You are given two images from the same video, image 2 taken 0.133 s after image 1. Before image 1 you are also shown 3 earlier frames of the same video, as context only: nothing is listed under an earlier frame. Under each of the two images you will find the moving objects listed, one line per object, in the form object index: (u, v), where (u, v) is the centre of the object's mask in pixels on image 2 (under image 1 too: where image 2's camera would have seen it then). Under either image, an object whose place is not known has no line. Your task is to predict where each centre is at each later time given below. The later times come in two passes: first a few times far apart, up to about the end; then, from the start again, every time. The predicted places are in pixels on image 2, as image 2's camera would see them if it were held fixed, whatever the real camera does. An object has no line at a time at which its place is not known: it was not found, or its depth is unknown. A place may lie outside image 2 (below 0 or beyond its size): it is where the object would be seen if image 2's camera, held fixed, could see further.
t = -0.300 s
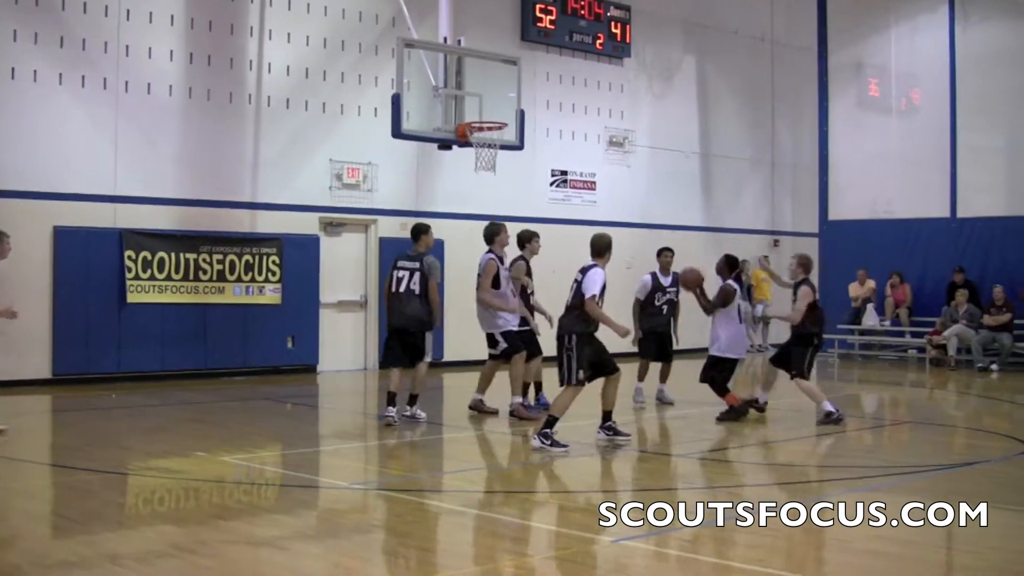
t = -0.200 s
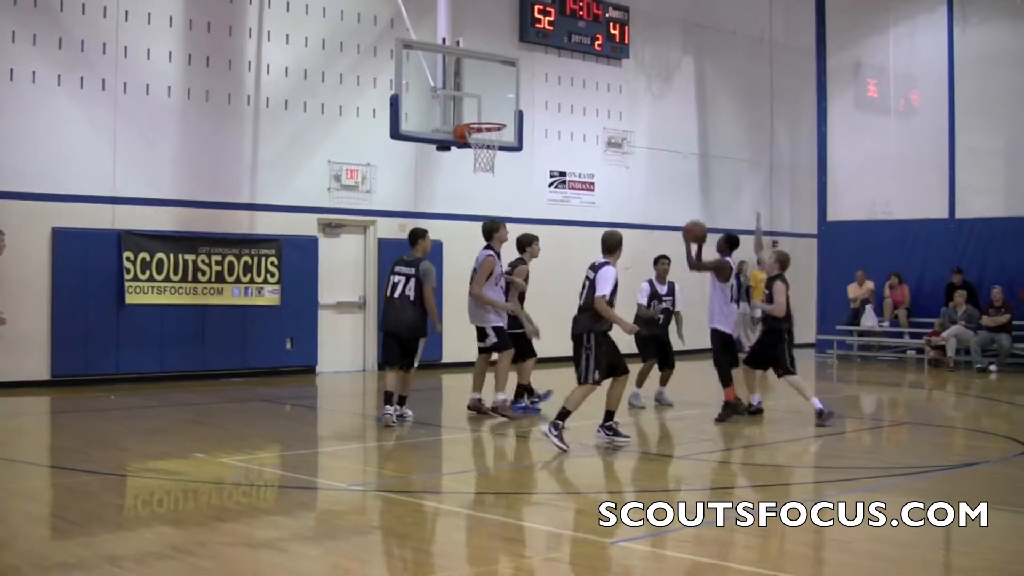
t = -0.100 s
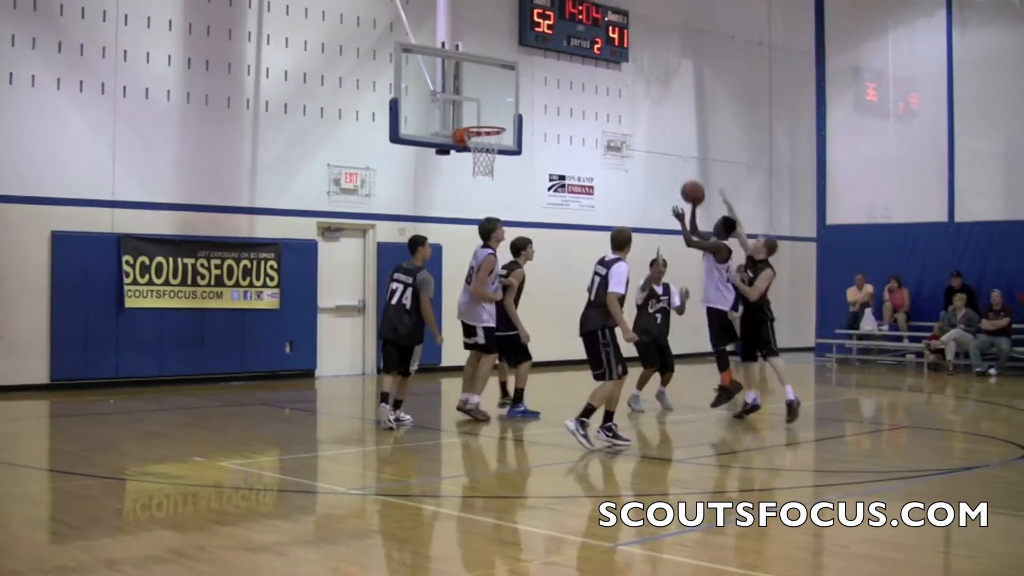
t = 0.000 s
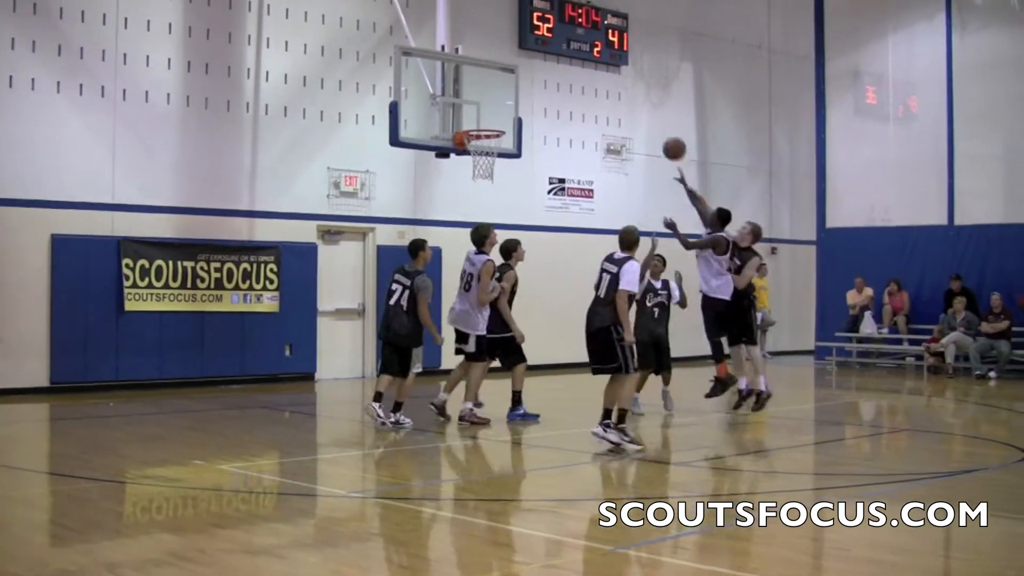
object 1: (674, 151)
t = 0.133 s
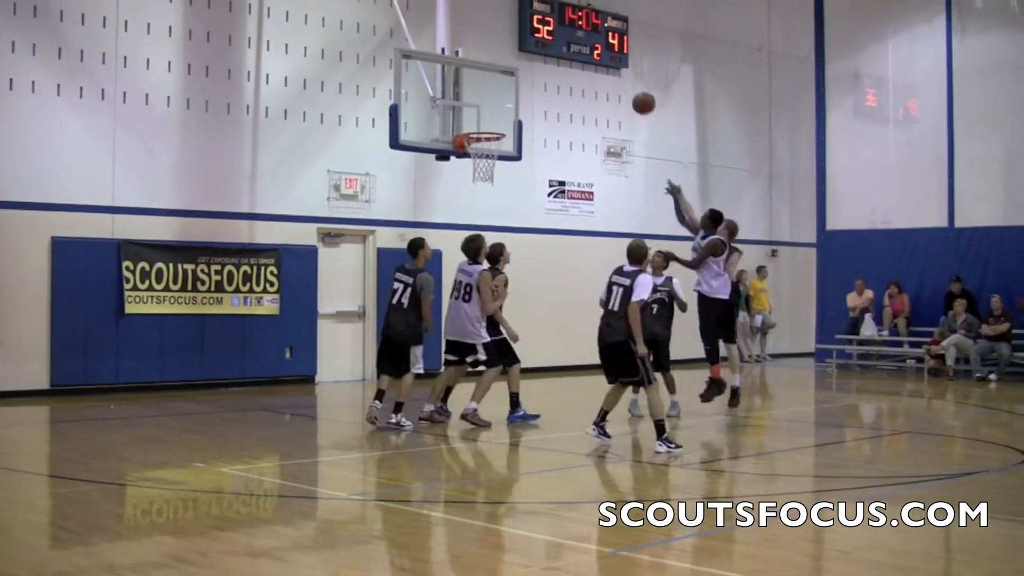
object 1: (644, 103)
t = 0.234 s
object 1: (622, 78)
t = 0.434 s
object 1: (579, 59)
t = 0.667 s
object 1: (530, 81)
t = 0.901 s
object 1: (485, 149)
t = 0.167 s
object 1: (636, 94)
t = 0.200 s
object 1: (629, 86)
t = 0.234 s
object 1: (622, 78)
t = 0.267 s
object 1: (614, 74)
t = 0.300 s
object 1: (607, 68)
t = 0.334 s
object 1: (600, 64)
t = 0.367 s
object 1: (593, 61)
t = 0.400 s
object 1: (585, 59)
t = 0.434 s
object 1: (579, 59)
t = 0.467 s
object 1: (572, 59)
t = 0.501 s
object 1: (564, 60)
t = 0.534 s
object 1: (558, 61)
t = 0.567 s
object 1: (551, 65)
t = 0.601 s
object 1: (543, 70)
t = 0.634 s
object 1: (537, 75)
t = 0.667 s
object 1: (530, 81)
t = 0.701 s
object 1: (523, 88)
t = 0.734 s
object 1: (516, 96)
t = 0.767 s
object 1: (510, 105)
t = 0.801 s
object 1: (503, 115)
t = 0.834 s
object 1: (497, 125)
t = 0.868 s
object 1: (491, 138)
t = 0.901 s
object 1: (485, 149)
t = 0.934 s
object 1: (478, 164)
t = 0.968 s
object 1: (474, 170)
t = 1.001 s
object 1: (471, 178)
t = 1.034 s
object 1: (468, 185)
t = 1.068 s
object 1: (465, 194)
